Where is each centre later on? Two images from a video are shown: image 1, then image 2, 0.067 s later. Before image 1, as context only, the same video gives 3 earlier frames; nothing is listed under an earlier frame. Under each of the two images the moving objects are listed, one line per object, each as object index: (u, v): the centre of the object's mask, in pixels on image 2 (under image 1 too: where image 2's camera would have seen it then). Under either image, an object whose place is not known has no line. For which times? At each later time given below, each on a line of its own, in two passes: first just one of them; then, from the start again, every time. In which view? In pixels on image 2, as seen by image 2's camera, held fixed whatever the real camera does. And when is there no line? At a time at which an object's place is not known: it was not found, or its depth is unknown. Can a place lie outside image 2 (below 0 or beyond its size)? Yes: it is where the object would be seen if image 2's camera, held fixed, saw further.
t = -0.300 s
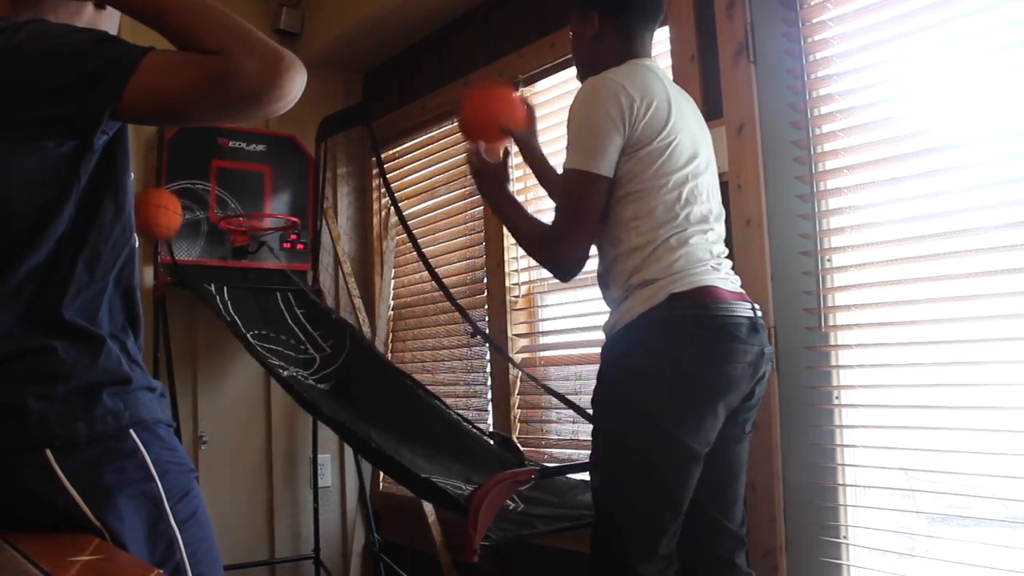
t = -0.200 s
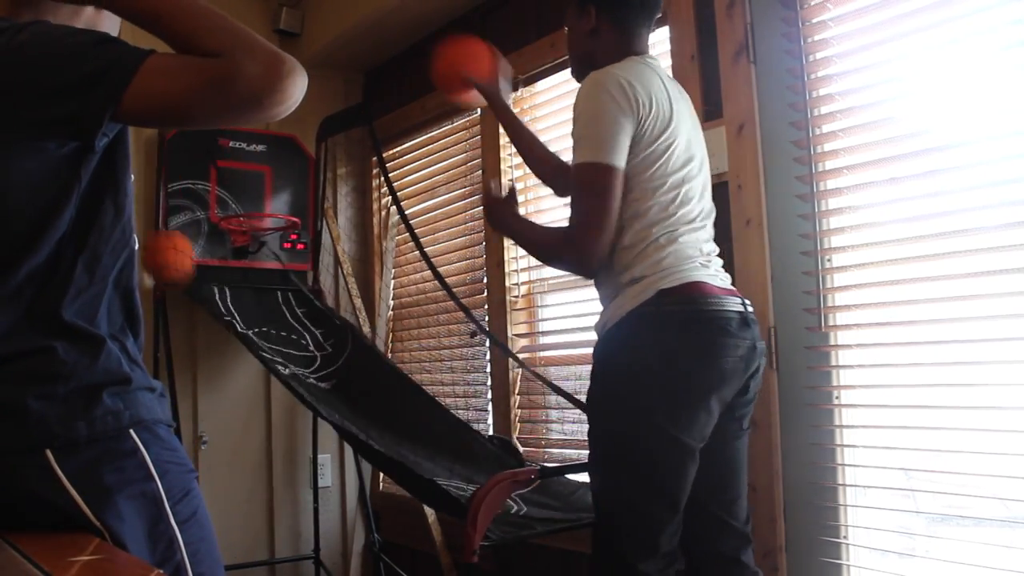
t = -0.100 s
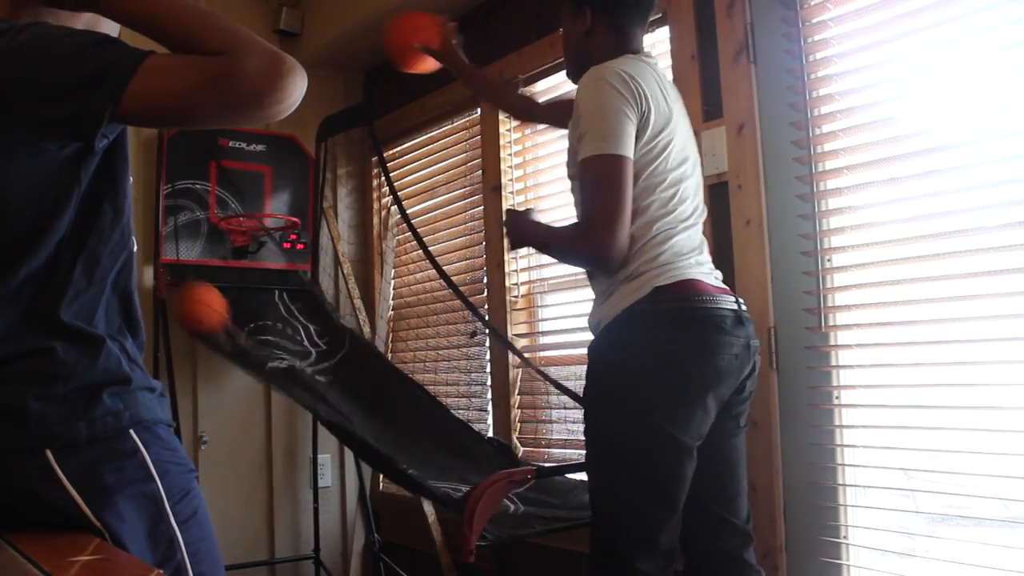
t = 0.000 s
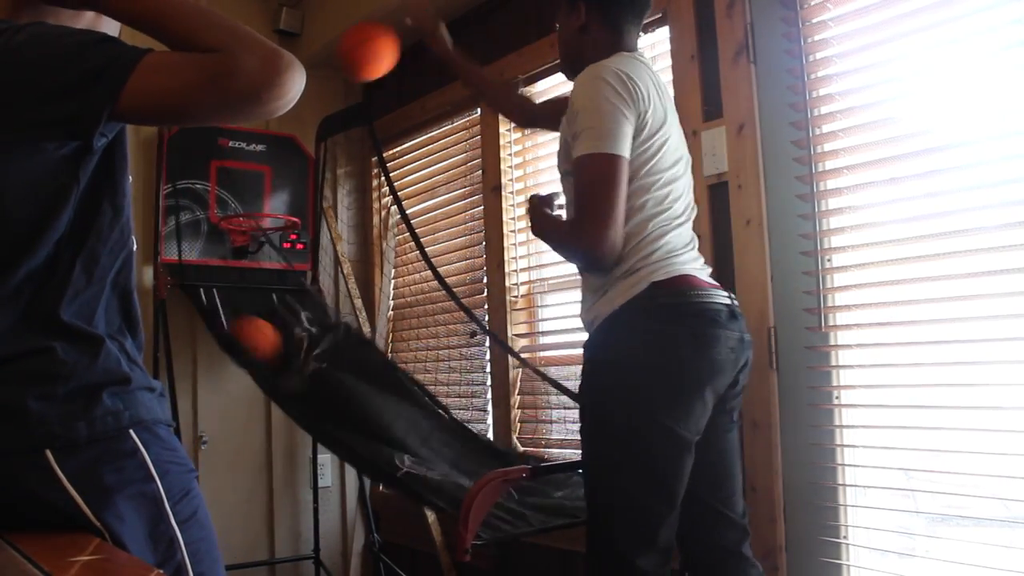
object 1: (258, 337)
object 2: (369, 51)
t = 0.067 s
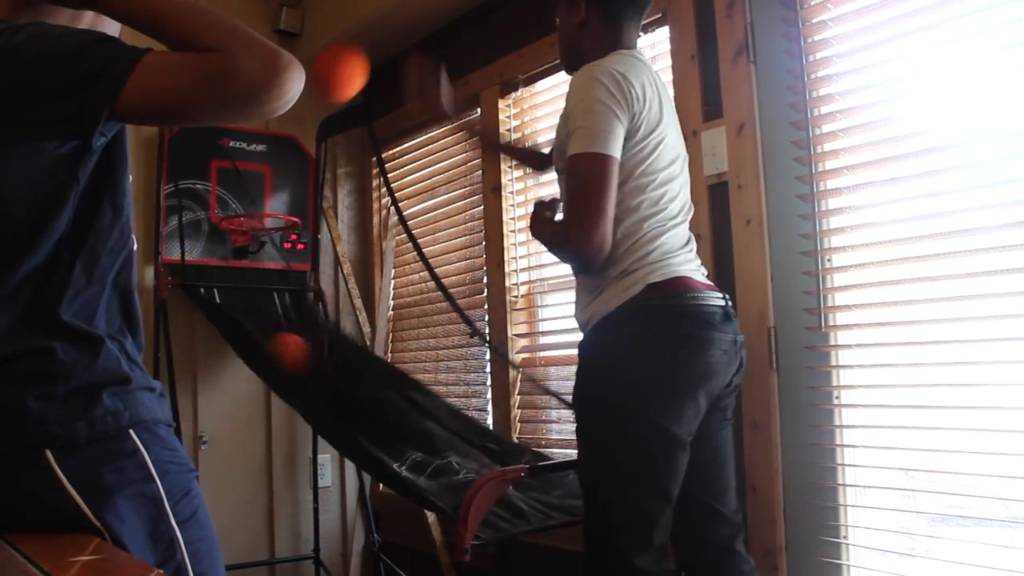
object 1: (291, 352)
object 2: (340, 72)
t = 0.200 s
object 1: (356, 368)
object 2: (292, 146)
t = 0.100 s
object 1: (308, 357)
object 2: (329, 86)
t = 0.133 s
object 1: (325, 363)
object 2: (318, 105)
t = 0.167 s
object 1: (341, 368)
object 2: (304, 125)
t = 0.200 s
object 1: (356, 368)
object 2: (292, 146)
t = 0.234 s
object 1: (368, 367)
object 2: (281, 168)
